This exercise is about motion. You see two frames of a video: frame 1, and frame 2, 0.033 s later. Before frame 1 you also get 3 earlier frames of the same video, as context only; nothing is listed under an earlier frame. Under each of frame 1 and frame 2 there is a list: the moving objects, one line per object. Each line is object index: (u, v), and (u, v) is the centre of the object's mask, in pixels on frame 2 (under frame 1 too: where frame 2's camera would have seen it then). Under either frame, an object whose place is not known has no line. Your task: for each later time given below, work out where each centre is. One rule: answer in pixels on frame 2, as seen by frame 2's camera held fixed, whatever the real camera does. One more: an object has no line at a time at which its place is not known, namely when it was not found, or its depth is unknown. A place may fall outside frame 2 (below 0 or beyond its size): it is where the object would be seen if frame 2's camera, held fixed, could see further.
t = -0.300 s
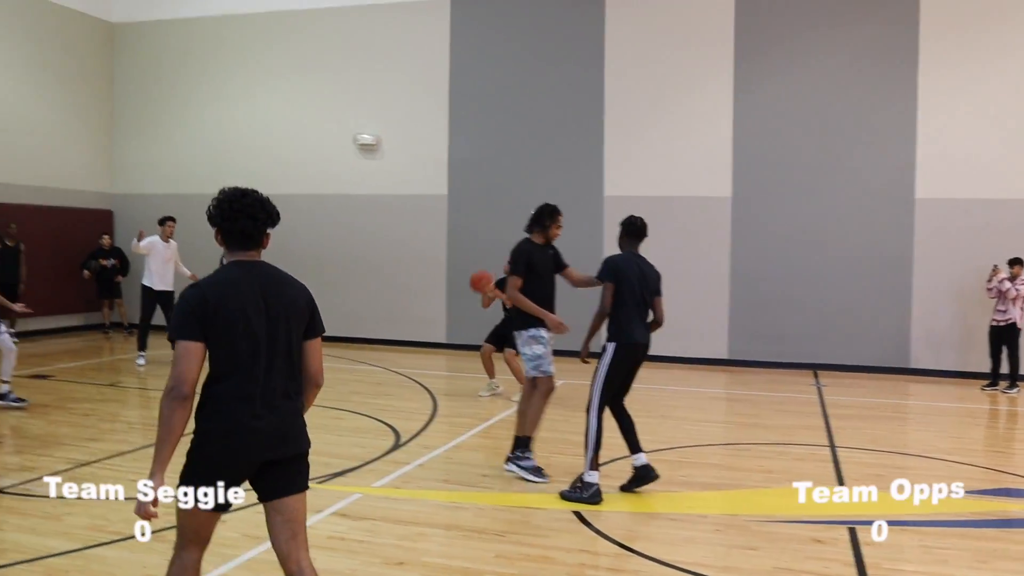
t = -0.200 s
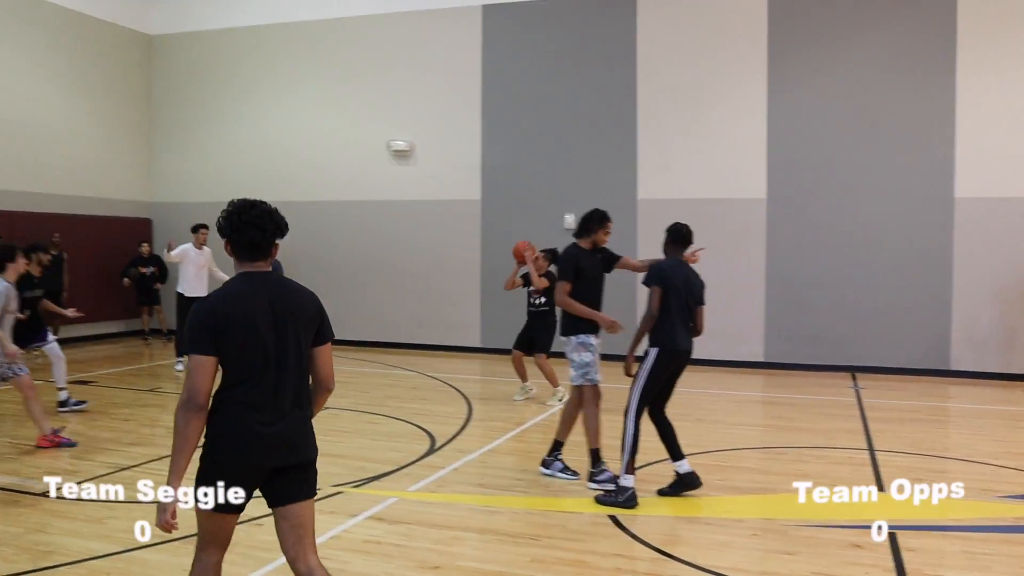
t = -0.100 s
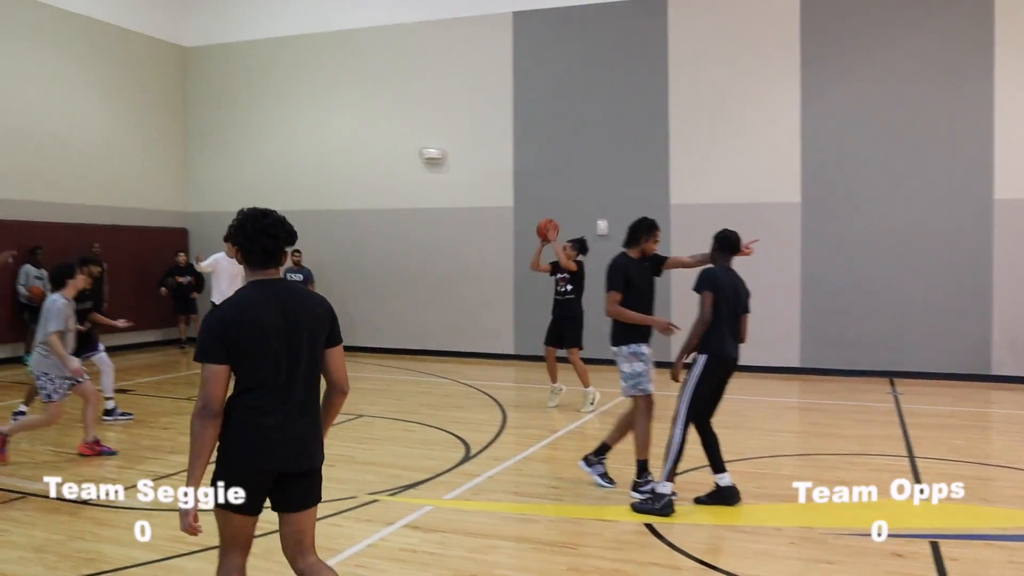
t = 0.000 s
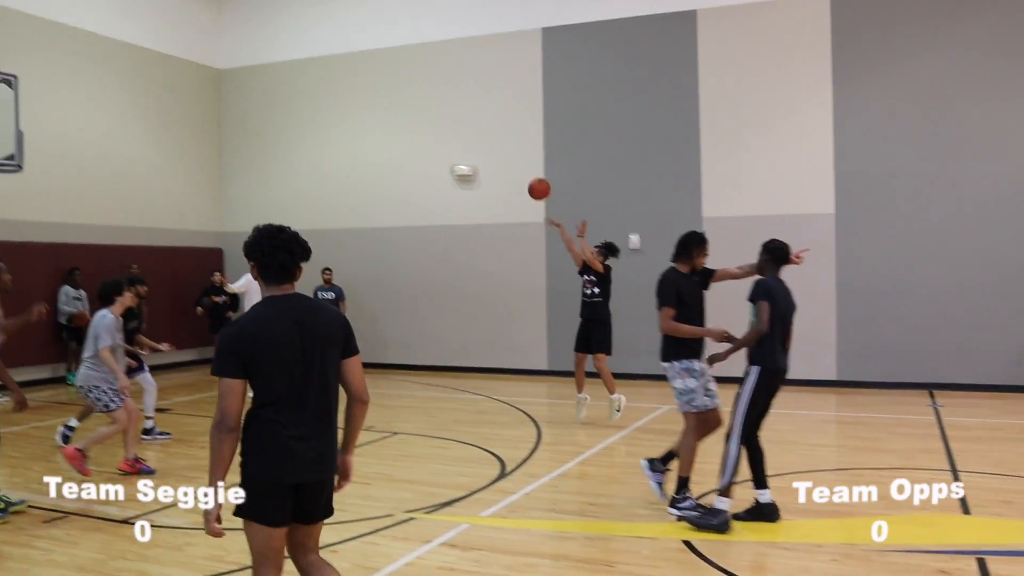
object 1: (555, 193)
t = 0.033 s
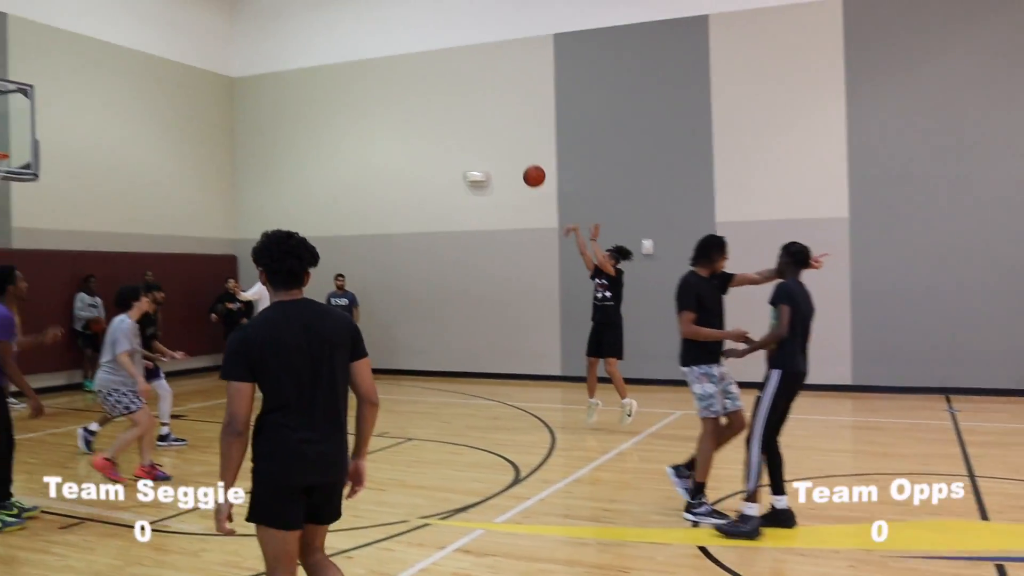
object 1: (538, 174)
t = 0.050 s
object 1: (530, 165)
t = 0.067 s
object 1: (521, 157)
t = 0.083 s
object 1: (513, 149)
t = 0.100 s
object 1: (505, 141)
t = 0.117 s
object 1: (497, 133)
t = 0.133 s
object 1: (489, 125)
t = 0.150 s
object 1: (482, 118)
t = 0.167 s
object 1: (473, 111)
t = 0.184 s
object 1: (465, 105)
